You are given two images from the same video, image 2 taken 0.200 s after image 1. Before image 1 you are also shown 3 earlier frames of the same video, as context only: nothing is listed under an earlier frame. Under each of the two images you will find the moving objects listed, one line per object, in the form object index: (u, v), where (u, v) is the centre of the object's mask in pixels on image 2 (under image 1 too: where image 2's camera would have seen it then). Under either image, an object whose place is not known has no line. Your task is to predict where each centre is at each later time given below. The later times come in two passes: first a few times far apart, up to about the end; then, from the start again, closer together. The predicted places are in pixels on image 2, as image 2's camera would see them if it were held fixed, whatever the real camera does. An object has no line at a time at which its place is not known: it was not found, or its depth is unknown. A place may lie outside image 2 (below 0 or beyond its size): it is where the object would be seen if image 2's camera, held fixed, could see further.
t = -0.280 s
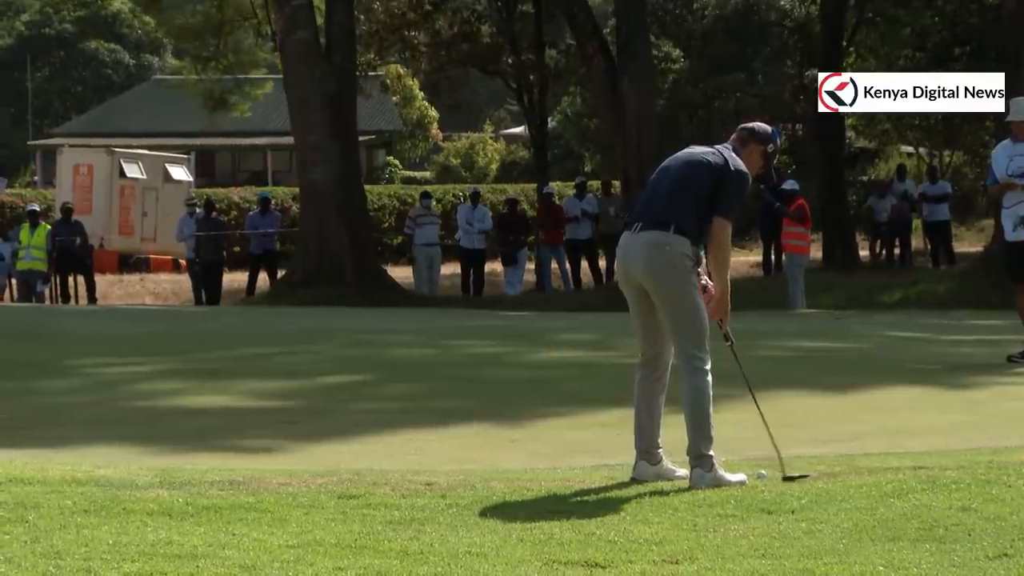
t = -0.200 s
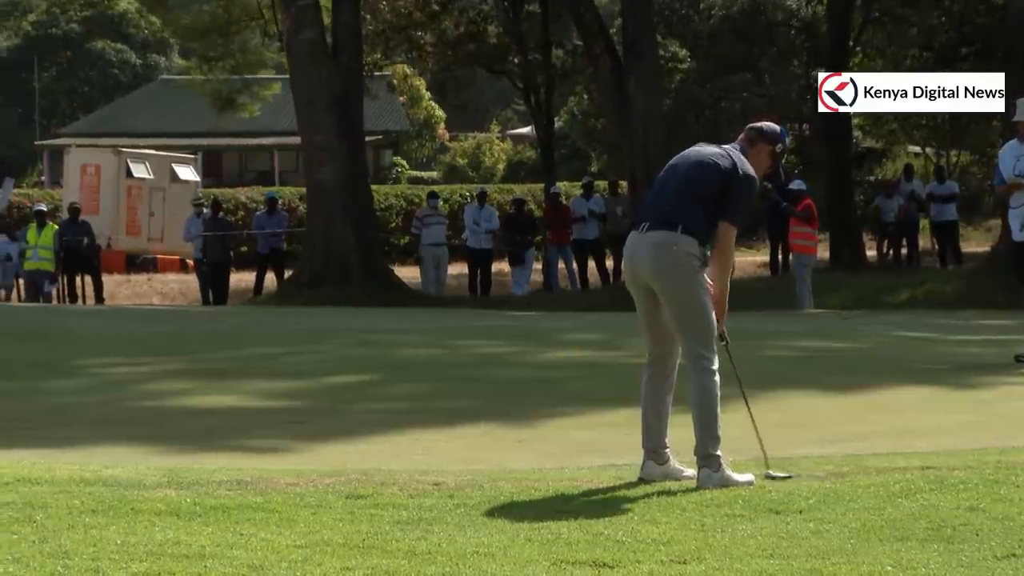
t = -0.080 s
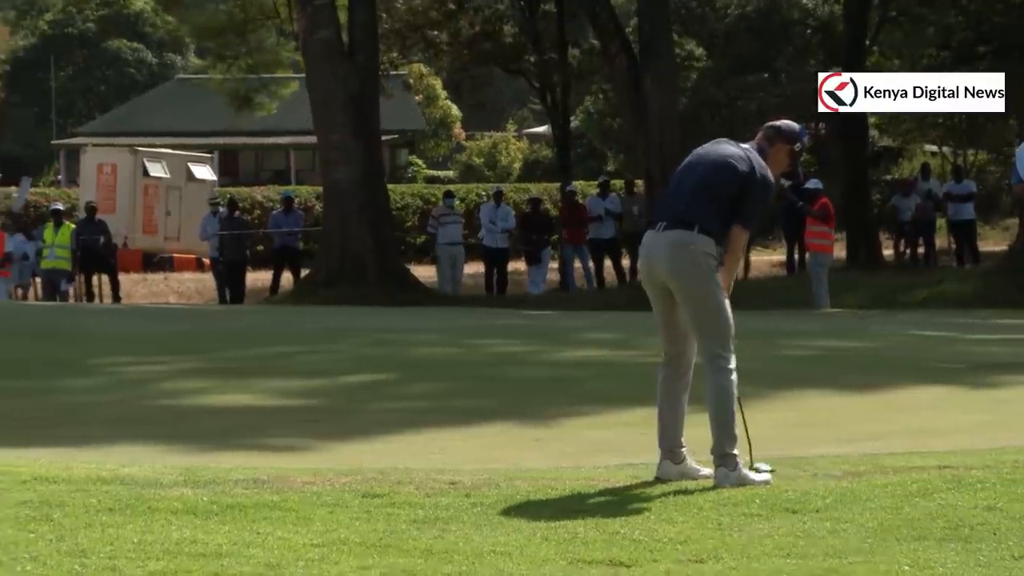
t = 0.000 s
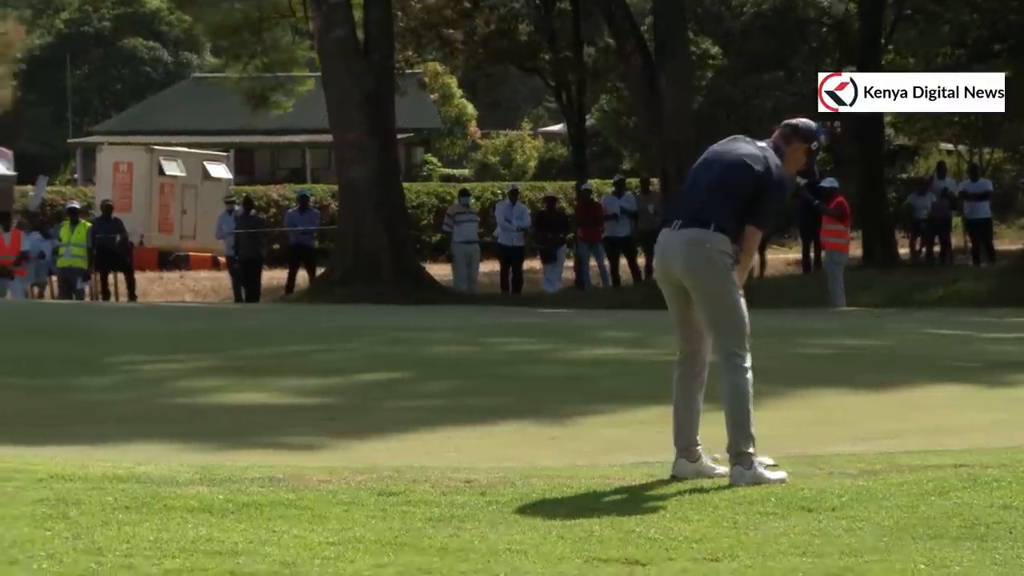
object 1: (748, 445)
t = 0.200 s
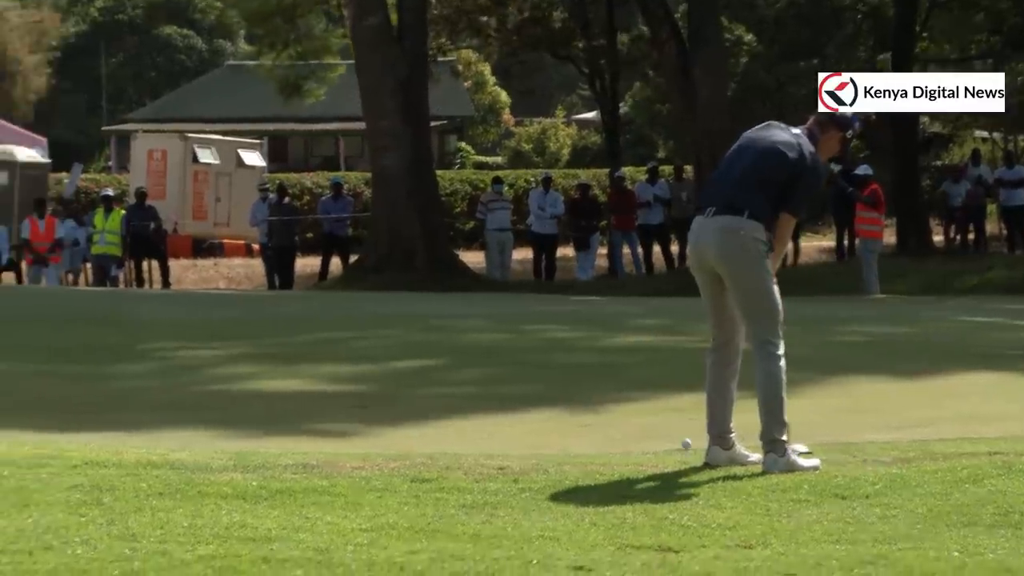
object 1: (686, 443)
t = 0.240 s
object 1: (674, 443)
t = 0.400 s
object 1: (630, 442)
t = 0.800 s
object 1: (535, 432)
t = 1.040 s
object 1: (488, 425)
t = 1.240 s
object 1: (455, 421)
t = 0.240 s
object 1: (674, 443)
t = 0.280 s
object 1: (663, 444)
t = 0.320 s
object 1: (652, 444)
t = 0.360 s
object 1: (641, 443)
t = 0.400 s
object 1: (630, 442)
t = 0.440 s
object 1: (620, 442)
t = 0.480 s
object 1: (609, 441)
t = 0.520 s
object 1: (599, 440)
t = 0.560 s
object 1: (589, 438)
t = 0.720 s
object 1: (552, 434)
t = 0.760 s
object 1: (543, 433)
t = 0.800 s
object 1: (535, 432)
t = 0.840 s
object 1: (526, 431)
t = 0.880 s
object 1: (518, 430)
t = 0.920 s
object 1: (510, 429)
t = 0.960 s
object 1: (503, 427)
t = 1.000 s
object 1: (495, 426)
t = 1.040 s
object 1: (488, 425)
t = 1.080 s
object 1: (481, 424)
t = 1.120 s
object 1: (474, 423)
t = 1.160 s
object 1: (467, 423)
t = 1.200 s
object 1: (461, 422)
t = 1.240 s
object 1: (455, 421)
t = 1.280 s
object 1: (449, 420)
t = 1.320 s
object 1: (443, 419)
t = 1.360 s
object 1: (439, 418)
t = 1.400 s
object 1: (433, 417)
